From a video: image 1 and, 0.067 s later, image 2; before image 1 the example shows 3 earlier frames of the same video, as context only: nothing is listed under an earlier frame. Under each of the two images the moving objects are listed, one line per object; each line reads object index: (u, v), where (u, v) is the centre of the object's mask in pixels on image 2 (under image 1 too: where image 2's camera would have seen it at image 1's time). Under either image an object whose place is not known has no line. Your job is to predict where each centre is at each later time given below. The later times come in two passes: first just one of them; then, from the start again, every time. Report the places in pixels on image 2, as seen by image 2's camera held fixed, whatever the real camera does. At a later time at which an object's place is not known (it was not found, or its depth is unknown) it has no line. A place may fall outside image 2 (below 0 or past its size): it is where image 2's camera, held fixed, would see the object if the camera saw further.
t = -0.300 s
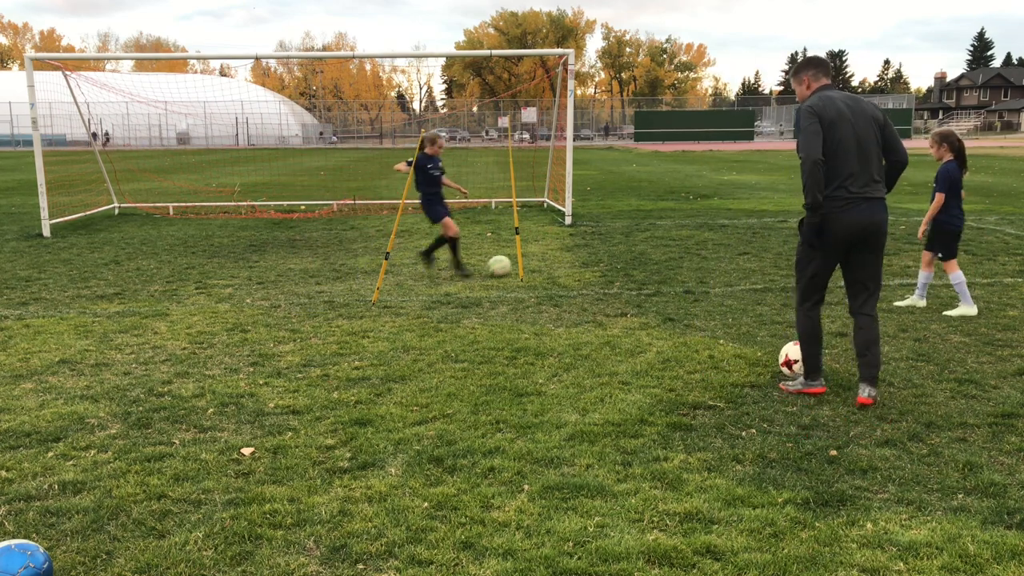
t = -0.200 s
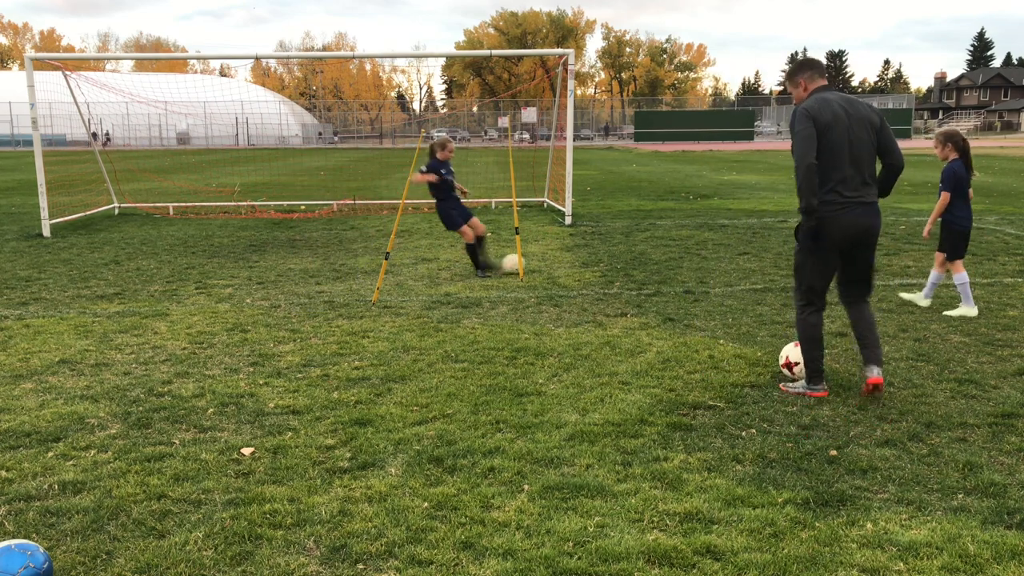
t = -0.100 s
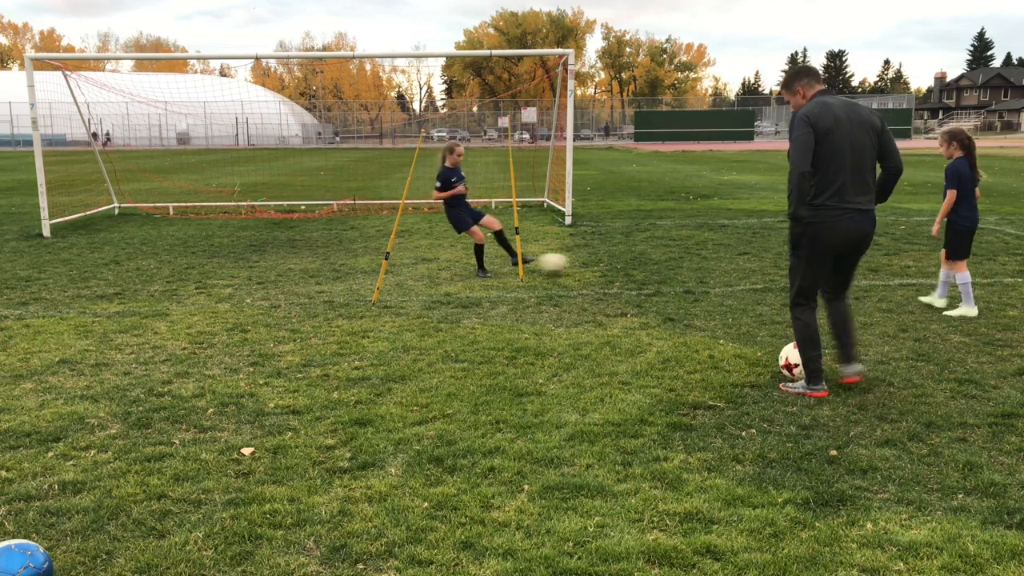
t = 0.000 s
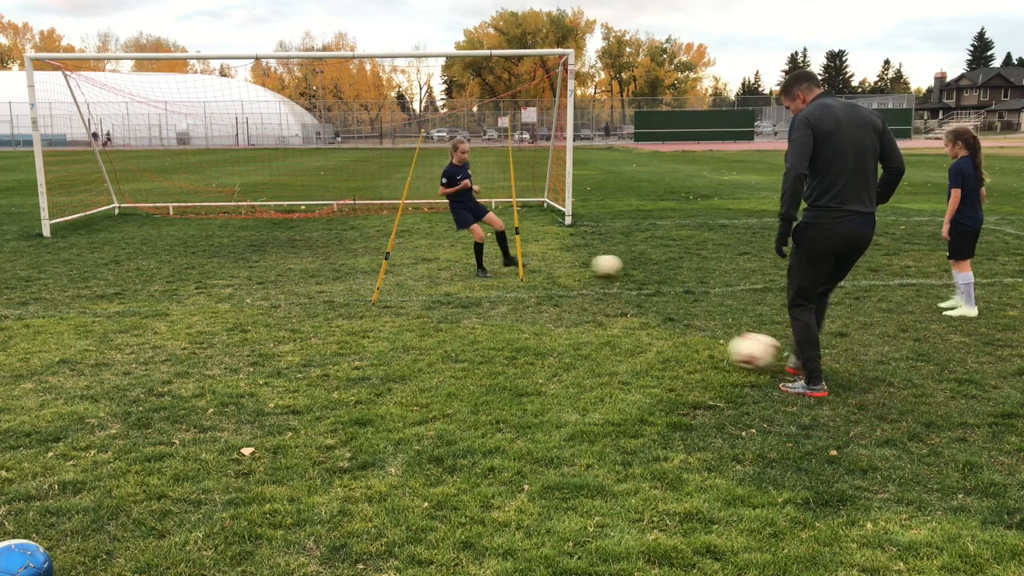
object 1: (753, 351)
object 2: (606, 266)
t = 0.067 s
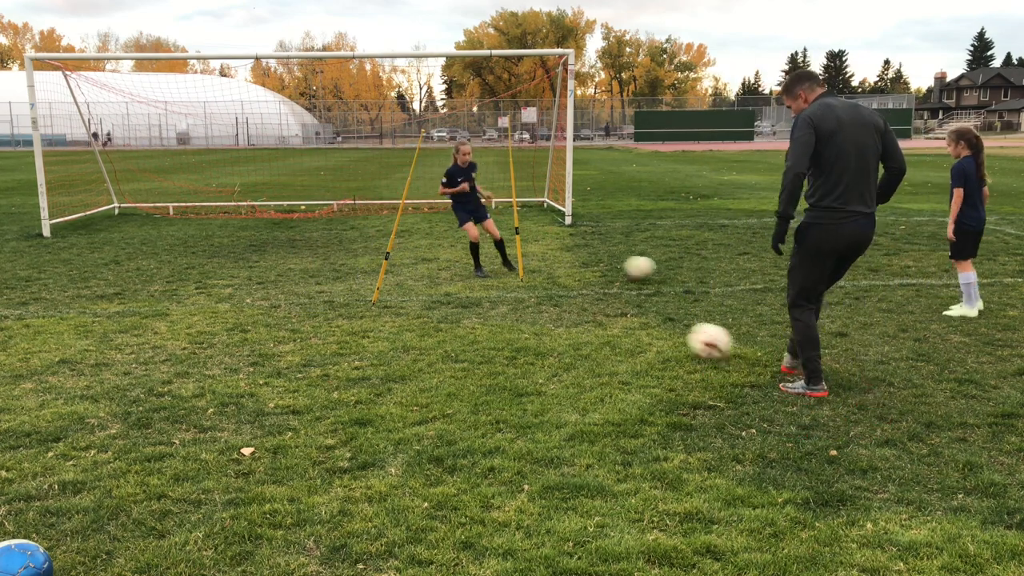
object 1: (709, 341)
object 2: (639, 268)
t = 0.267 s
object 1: (618, 326)
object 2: (735, 277)
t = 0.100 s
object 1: (693, 337)
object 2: (656, 270)
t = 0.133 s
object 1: (675, 333)
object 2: (674, 273)
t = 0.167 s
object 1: (659, 331)
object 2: (689, 274)
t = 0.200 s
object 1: (645, 330)
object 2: (705, 275)
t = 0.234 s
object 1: (631, 329)
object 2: (720, 276)
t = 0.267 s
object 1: (618, 326)
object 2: (735, 277)
